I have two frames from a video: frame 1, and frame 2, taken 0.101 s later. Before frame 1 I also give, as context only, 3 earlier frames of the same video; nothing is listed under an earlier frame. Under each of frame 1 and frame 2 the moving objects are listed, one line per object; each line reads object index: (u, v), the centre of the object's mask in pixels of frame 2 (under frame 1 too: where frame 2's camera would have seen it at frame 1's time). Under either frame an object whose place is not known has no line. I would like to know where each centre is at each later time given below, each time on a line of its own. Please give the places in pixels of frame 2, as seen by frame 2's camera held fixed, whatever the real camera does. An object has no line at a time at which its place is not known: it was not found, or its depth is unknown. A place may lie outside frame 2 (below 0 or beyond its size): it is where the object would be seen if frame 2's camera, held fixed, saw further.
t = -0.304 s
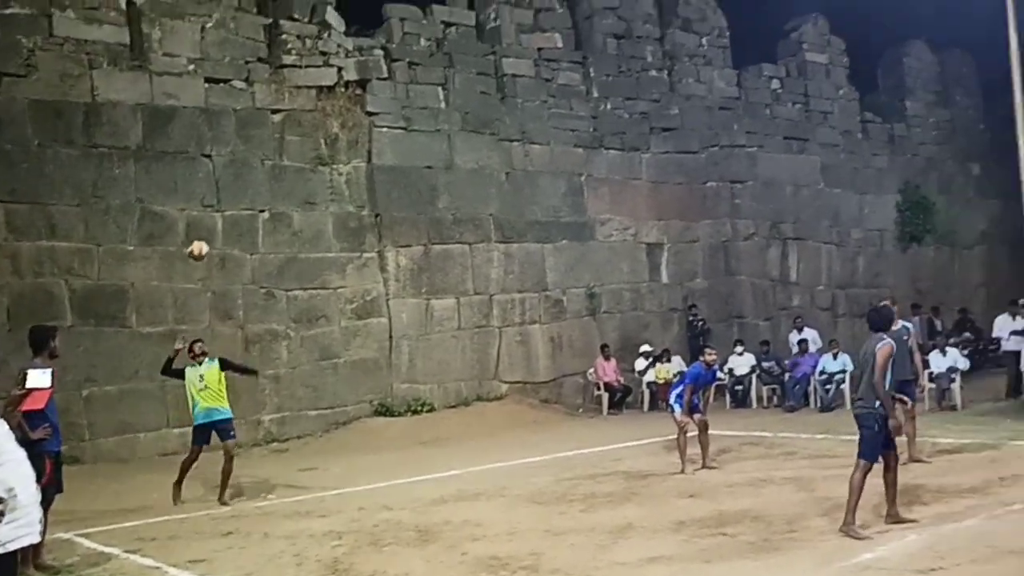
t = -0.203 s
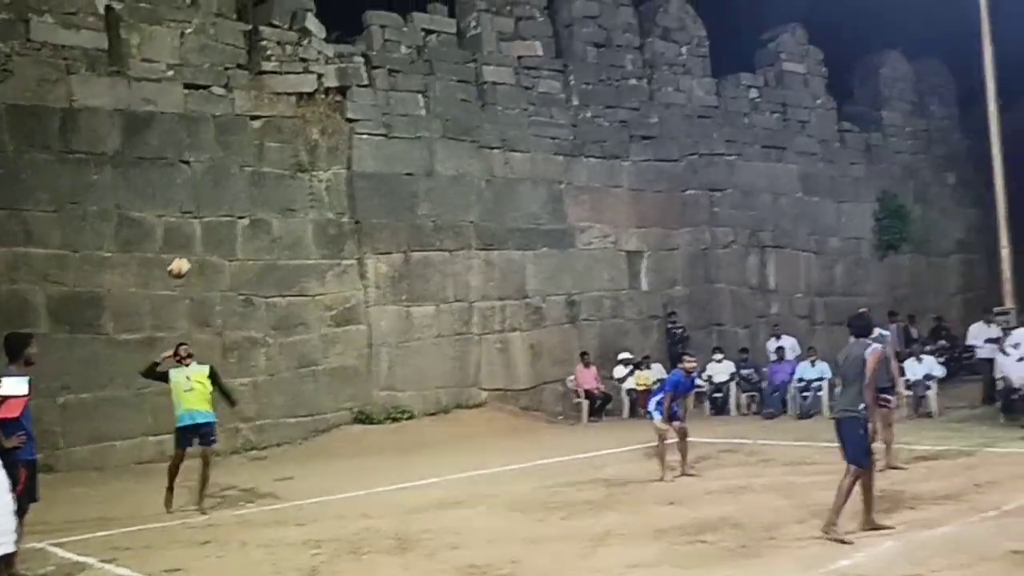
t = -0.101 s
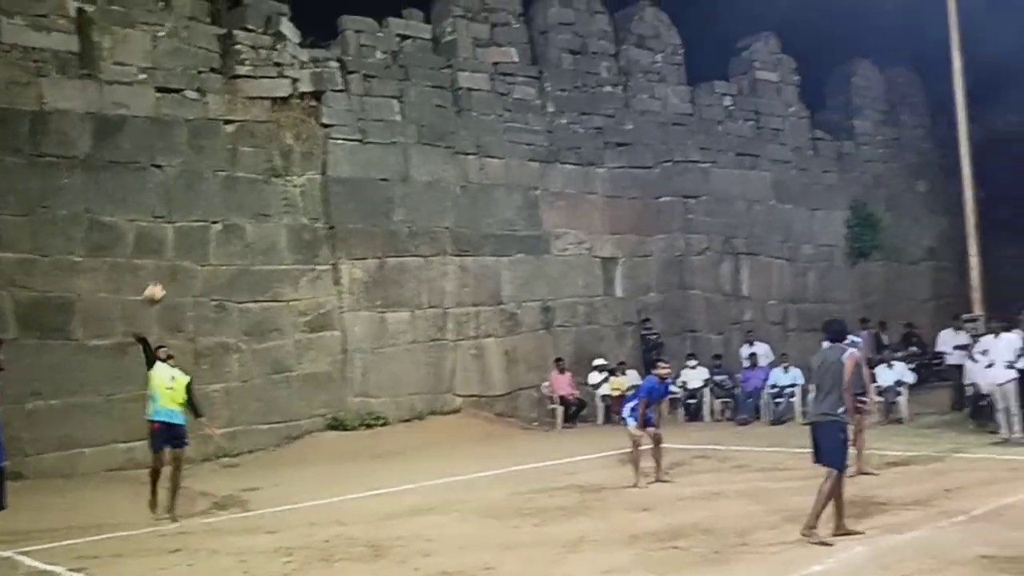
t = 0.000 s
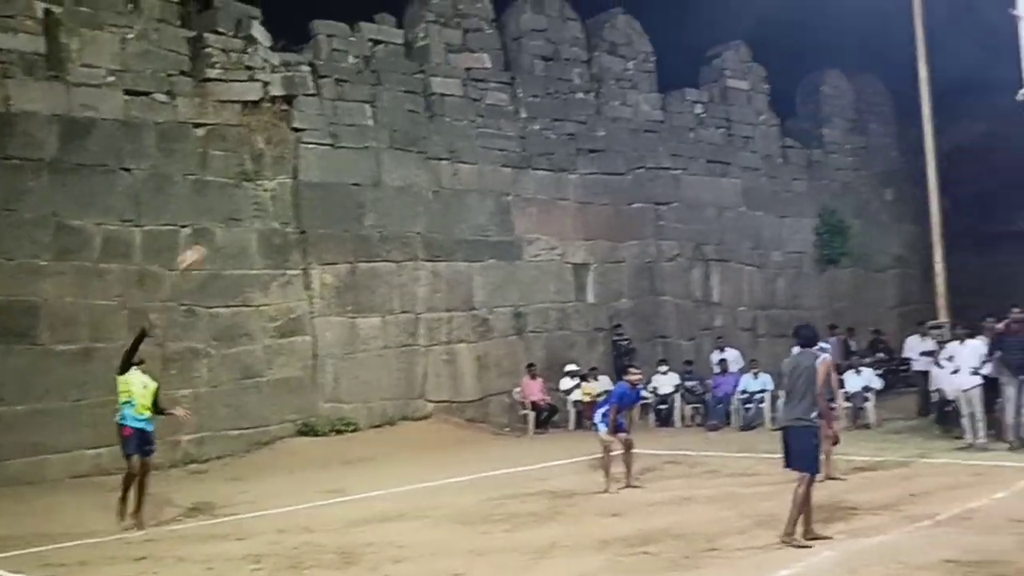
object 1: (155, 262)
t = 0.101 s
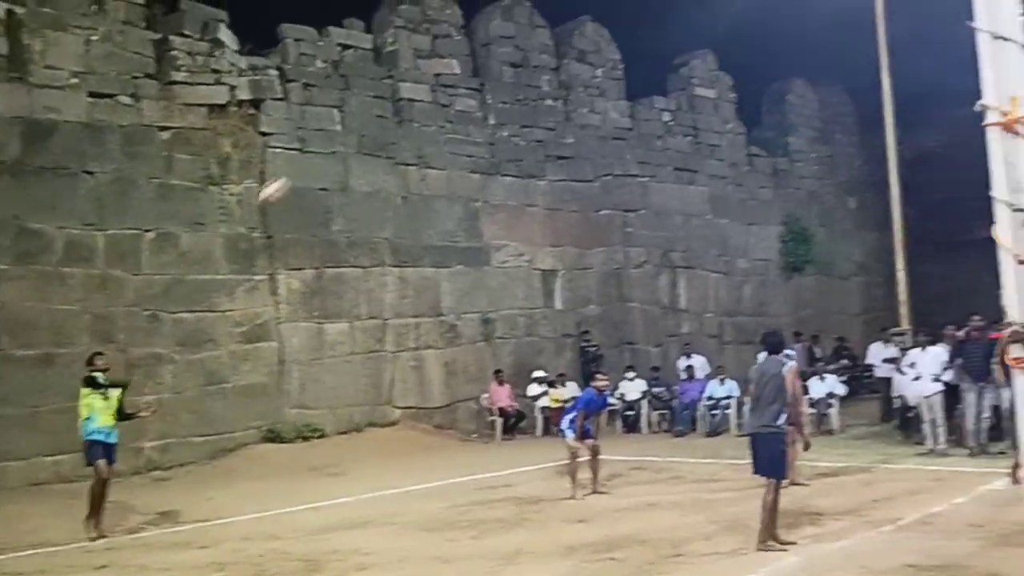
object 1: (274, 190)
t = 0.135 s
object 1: (314, 167)
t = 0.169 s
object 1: (356, 147)
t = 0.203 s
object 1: (401, 129)
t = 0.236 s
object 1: (447, 109)
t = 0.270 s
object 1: (493, 92)
